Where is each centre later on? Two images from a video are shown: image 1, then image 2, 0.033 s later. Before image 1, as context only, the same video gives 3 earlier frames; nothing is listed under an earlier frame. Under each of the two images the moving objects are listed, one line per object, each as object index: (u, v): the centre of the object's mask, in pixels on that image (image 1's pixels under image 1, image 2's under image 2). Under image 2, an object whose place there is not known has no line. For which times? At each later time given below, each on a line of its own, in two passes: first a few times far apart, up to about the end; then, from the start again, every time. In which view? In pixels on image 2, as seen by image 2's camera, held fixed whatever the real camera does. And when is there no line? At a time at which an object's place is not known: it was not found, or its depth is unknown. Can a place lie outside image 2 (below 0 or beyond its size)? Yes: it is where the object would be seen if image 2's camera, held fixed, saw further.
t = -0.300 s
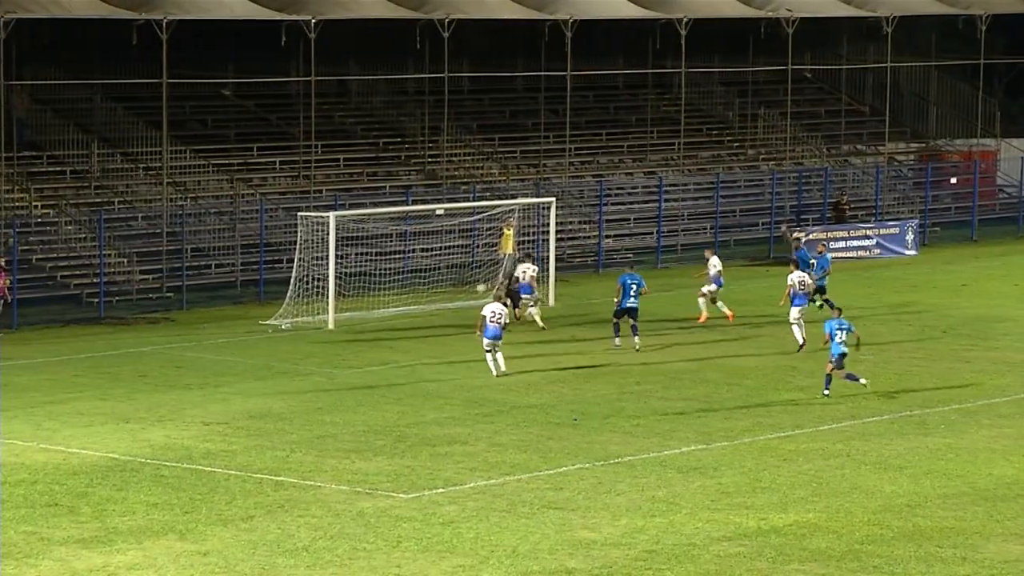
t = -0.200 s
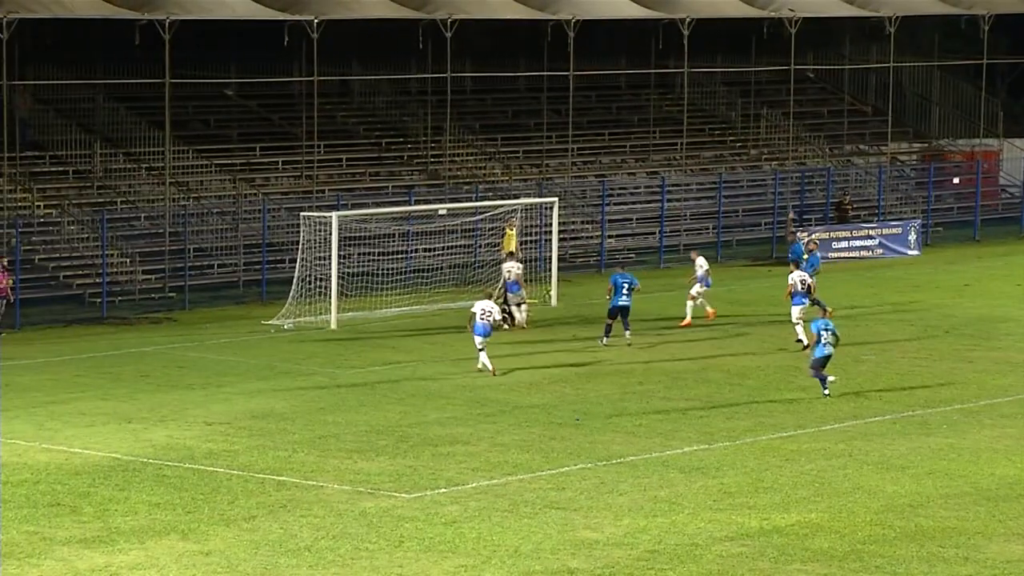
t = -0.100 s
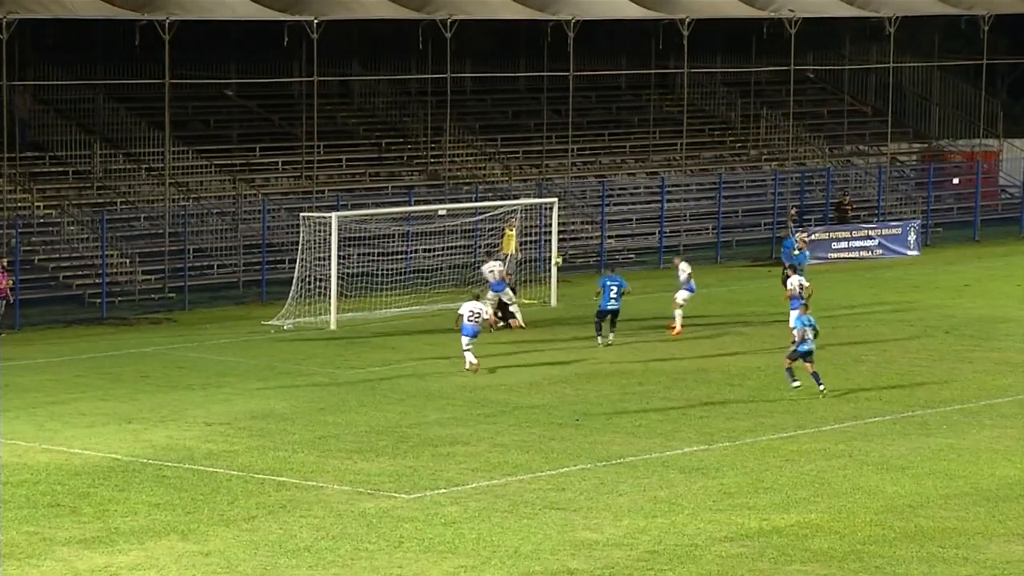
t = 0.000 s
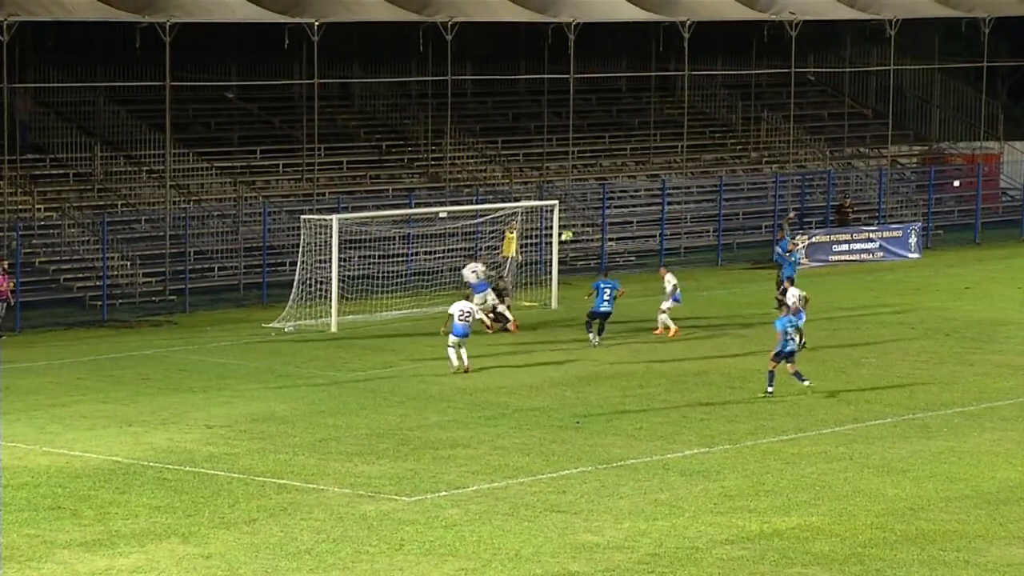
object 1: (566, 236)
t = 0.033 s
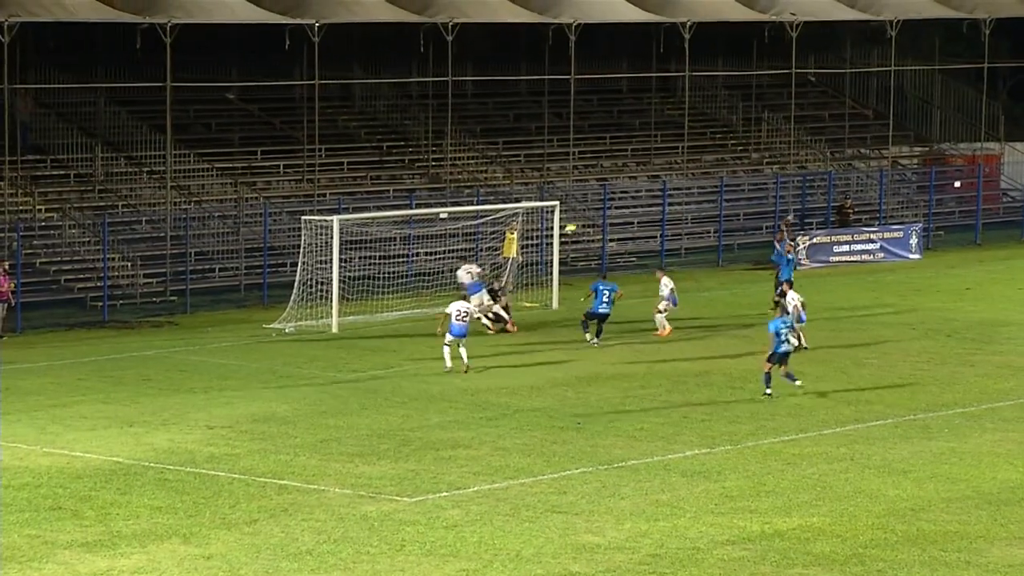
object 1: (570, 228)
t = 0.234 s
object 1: (589, 191)
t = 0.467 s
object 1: (611, 174)
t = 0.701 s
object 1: (634, 185)
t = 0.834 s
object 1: (646, 204)
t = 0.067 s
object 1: (574, 221)
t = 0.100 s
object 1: (578, 212)
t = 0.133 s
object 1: (580, 207)
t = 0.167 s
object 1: (583, 201)
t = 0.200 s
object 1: (586, 196)
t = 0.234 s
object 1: (589, 191)
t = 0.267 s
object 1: (593, 186)
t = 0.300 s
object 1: (595, 184)
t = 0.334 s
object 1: (599, 181)
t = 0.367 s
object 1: (602, 177)
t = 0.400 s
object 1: (605, 176)
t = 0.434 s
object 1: (608, 175)
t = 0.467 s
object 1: (611, 174)
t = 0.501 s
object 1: (614, 174)
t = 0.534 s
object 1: (618, 174)
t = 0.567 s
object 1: (621, 175)
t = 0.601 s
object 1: (624, 177)
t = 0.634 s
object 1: (627, 179)
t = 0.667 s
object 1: (631, 182)
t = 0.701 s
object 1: (634, 185)
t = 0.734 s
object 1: (637, 189)
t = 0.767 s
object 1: (640, 193)
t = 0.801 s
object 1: (643, 198)
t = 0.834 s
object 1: (646, 204)
